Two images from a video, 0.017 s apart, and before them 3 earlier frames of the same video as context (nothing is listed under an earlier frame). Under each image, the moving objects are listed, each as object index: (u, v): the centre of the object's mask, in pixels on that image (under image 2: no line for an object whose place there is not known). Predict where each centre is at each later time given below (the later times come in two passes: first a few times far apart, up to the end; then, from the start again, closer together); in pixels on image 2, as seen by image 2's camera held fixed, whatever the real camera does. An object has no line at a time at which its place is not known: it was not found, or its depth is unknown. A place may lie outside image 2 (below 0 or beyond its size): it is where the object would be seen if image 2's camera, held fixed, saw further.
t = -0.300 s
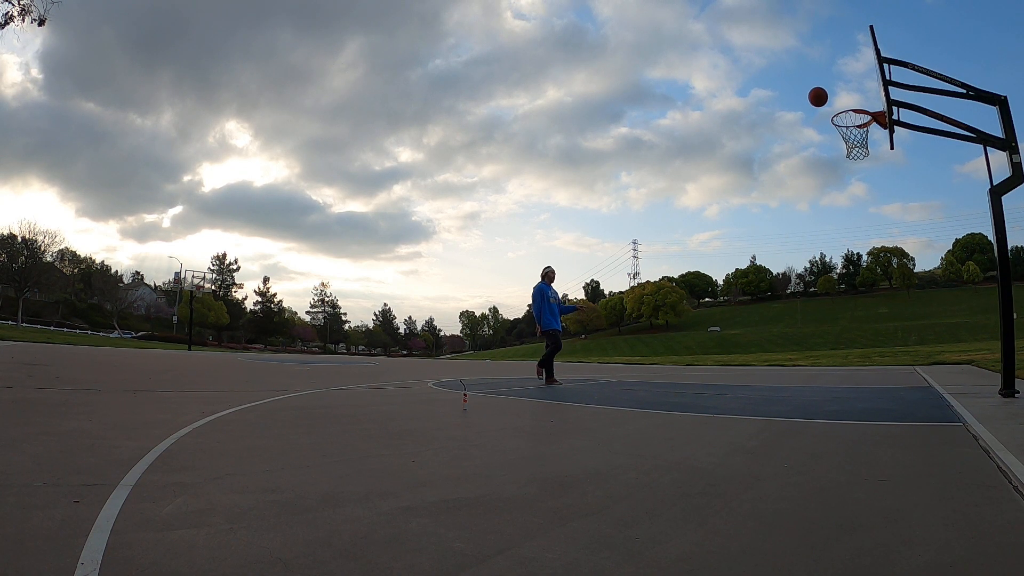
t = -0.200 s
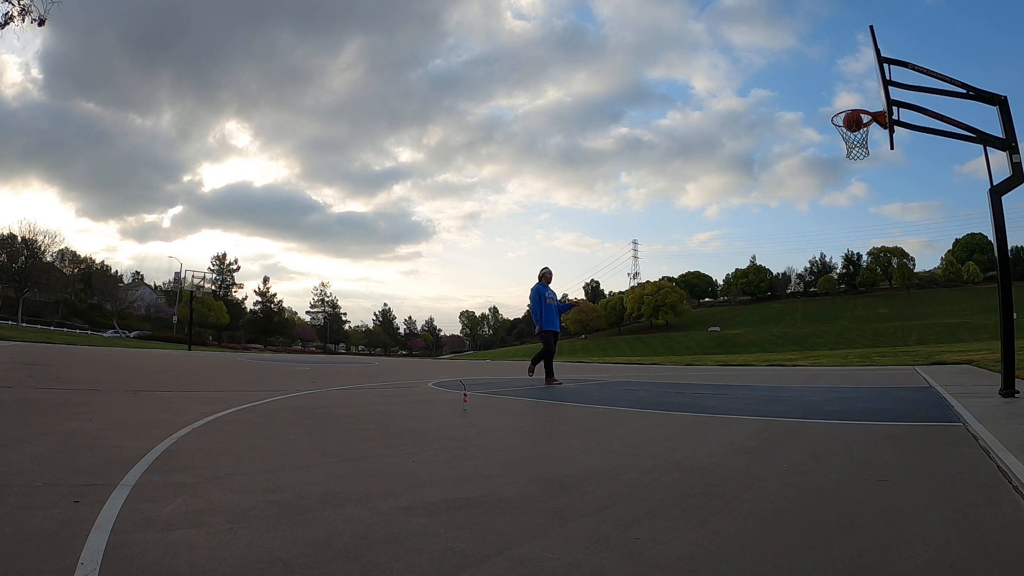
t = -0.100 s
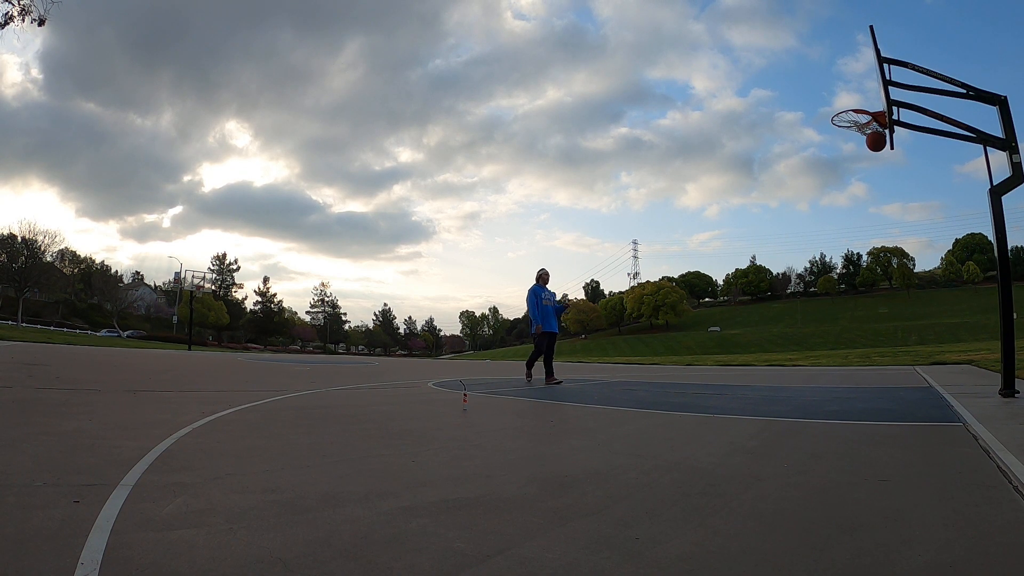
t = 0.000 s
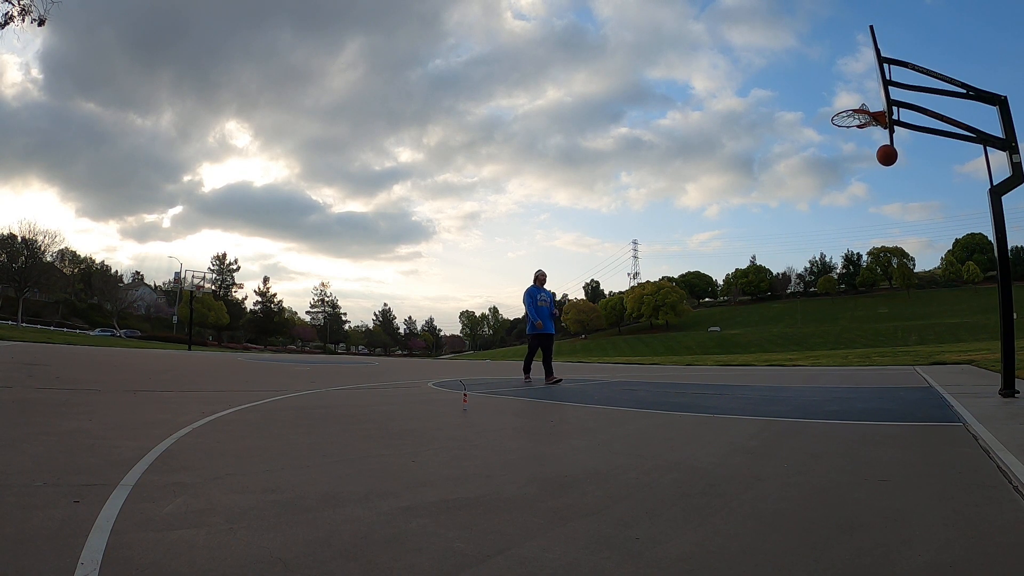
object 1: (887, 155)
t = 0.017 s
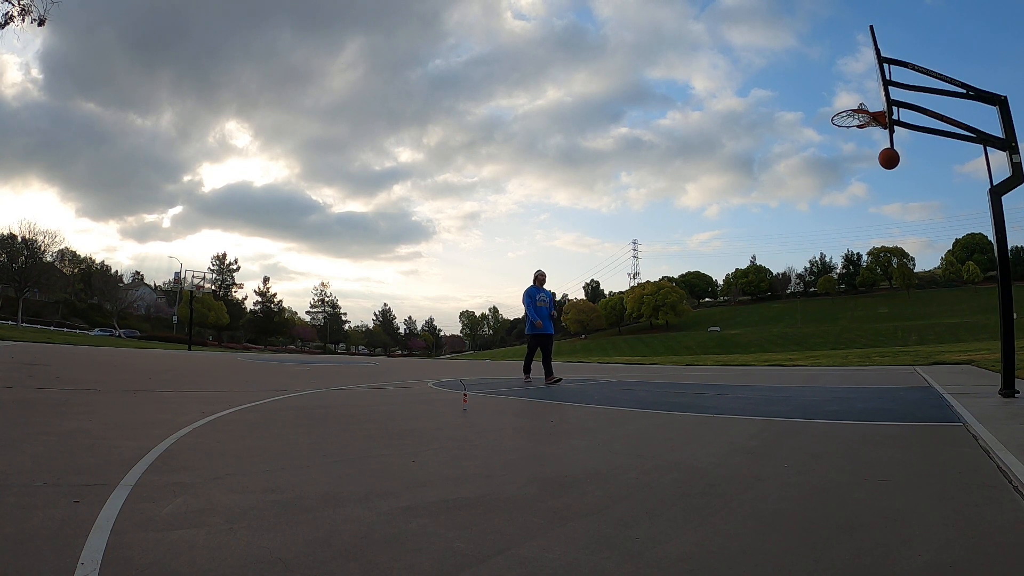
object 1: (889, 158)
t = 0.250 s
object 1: (920, 233)
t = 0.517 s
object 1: (955, 390)
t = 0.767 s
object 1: (933, 275)
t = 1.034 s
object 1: (909, 223)
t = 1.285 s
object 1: (891, 238)
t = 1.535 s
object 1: (876, 319)
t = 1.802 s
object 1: (856, 345)
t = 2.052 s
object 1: (835, 291)
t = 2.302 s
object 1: (816, 302)
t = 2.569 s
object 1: (797, 390)
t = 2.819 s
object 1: (779, 335)
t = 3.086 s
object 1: (759, 336)
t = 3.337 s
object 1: (742, 393)
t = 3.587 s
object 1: (725, 348)
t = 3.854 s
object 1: (708, 377)
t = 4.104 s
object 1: (693, 366)
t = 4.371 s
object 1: (677, 381)
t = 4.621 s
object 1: (663, 373)
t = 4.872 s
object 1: (649, 397)
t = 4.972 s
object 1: (644, 384)
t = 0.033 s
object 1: (891, 162)
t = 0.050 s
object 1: (893, 166)
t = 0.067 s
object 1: (895, 169)
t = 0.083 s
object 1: (897, 174)
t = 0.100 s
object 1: (899, 178)
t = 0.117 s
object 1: (902, 183)
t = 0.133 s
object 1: (904, 188)
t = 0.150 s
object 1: (906, 194)
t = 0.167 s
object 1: (908, 199)
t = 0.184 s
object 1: (911, 205)
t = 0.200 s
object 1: (913, 212)
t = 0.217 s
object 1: (915, 218)
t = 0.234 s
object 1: (918, 225)
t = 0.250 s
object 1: (920, 233)
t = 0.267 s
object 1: (923, 240)
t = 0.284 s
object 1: (925, 248)
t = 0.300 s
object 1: (928, 256)
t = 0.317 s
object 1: (930, 265)
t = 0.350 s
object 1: (935, 283)
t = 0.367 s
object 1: (937, 292)
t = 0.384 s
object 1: (939, 302)
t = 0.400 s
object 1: (941, 312)
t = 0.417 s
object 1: (944, 323)
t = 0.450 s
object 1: (948, 345)
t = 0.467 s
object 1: (950, 357)
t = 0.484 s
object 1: (952, 369)
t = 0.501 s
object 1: (954, 381)
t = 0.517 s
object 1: (955, 390)
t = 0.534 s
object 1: (954, 380)
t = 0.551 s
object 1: (953, 371)
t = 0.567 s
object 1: (951, 362)
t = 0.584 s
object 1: (950, 353)
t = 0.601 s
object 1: (949, 344)
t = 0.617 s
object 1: (947, 336)
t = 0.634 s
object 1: (946, 328)
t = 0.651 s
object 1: (945, 320)
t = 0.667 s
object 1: (943, 313)
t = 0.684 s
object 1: (942, 305)
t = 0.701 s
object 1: (940, 299)
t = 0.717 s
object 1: (939, 292)
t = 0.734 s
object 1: (937, 286)
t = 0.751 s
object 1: (935, 280)
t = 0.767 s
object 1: (933, 275)
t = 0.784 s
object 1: (932, 269)
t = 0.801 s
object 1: (930, 264)
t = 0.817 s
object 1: (929, 259)
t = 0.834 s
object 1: (927, 255)
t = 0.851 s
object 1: (925, 250)
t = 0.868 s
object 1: (924, 247)
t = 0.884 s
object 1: (922, 243)
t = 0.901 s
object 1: (920, 239)
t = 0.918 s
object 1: (919, 236)
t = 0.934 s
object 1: (917, 234)
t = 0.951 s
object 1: (916, 231)
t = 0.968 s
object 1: (914, 229)
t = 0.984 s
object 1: (913, 227)
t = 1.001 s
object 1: (911, 225)
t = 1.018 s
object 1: (910, 224)
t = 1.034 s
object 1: (909, 223)
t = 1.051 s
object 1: (907, 222)
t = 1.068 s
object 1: (906, 221)
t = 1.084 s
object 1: (905, 221)
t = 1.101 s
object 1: (903, 221)
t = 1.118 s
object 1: (902, 221)
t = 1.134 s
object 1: (901, 221)
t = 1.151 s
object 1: (899, 222)
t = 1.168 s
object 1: (898, 223)
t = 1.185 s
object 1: (897, 224)
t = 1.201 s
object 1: (896, 226)
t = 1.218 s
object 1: (895, 228)
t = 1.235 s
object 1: (894, 230)
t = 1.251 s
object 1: (893, 233)
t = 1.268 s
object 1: (892, 235)
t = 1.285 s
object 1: (891, 238)
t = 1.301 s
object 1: (890, 242)
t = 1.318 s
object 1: (889, 245)
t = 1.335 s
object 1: (888, 249)
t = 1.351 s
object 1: (886, 253)
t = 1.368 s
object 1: (886, 257)
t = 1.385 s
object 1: (885, 262)
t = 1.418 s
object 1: (883, 273)
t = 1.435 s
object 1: (882, 279)
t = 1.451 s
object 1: (881, 285)
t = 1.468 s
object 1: (880, 291)
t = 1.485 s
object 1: (879, 297)
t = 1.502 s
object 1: (878, 304)
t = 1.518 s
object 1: (877, 311)
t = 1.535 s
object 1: (876, 319)
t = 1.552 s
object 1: (875, 327)
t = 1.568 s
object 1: (874, 335)
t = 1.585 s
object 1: (872, 343)
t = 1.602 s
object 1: (871, 352)
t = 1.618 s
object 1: (870, 361)
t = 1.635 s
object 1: (869, 370)
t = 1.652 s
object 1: (868, 380)
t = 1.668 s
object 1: (866, 390)
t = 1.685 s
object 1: (865, 393)
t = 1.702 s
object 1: (864, 385)
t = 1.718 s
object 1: (863, 378)
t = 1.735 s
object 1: (861, 371)
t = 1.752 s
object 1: (860, 364)
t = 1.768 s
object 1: (859, 357)
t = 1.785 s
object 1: (857, 351)
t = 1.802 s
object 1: (856, 345)
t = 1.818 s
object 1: (855, 339)
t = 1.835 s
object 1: (853, 334)
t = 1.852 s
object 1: (852, 329)
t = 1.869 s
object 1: (851, 324)
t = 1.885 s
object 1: (849, 320)
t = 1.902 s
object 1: (848, 315)
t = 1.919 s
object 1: (846, 311)
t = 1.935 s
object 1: (845, 308)
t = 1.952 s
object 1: (844, 305)
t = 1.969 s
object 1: (842, 302)
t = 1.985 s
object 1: (841, 299)
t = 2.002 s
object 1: (839, 296)
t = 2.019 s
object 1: (838, 294)
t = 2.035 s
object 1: (837, 292)
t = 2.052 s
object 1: (835, 291)
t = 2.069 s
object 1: (834, 290)
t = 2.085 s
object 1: (833, 289)
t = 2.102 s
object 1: (831, 288)
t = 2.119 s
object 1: (830, 288)
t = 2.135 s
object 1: (828, 287)
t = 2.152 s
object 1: (827, 288)
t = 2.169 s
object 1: (826, 288)
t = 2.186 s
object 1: (825, 289)
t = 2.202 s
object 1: (824, 290)
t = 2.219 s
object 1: (822, 291)
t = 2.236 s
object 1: (821, 293)
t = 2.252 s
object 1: (820, 295)
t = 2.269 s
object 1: (819, 297)
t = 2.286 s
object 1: (818, 300)
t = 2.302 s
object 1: (816, 302)
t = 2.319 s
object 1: (815, 306)
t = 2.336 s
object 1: (814, 309)
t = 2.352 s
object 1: (813, 313)
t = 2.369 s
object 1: (812, 317)
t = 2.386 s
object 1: (810, 321)
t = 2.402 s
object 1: (809, 326)
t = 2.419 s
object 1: (808, 331)
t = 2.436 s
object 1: (807, 336)
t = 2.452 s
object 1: (806, 342)
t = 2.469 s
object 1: (805, 348)
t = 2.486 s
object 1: (803, 354)
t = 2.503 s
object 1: (802, 360)
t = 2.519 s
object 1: (801, 367)
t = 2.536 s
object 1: (800, 374)
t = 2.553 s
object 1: (799, 382)
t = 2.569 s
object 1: (797, 390)
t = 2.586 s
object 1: (796, 397)
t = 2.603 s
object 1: (795, 392)
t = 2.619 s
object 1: (794, 385)
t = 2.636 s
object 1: (792, 380)
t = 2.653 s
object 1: (791, 374)
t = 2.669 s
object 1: (790, 369)
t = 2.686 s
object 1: (789, 364)
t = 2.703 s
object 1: (787, 359)
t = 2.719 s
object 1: (786, 355)
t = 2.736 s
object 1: (785, 351)
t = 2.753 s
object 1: (784, 347)
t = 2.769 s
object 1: (782, 344)
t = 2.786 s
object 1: (781, 341)
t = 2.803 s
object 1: (780, 338)
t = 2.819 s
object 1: (779, 335)
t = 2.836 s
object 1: (777, 333)
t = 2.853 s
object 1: (776, 331)
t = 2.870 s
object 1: (775, 329)
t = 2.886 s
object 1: (774, 328)
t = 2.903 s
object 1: (773, 327)
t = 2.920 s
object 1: (771, 326)
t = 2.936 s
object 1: (770, 326)
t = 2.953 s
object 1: (769, 326)
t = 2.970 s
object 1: (768, 326)
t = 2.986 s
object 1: (767, 326)
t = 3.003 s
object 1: (765, 327)
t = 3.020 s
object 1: (764, 328)
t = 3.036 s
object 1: (763, 329)
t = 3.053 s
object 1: (762, 331)
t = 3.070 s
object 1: (761, 333)
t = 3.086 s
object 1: (759, 336)
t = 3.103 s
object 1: (758, 338)
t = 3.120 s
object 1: (757, 341)
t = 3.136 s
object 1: (756, 344)
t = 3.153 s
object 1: (755, 347)
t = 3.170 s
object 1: (753, 351)
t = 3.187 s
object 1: (752, 355)
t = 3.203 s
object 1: (751, 360)
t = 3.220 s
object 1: (750, 364)
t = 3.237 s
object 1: (749, 370)
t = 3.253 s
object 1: (748, 375)
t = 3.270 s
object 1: (747, 381)
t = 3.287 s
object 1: (745, 387)
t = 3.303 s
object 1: (744, 393)
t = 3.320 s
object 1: (743, 398)
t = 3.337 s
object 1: (742, 393)
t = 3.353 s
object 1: (741, 388)
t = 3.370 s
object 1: (740, 383)
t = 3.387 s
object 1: (739, 378)
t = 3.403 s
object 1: (737, 374)
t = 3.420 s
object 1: (736, 370)
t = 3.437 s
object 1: (735, 367)
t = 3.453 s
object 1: (734, 364)
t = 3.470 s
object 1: (733, 360)
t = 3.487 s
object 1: (732, 358)
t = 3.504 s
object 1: (730, 356)
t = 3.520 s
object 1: (729, 353)
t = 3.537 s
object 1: (728, 352)
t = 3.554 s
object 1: (727, 350)
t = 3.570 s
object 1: (726, 349)
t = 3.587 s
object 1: (725, 348)
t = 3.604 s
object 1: (724, 348)
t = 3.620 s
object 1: (723, 348)
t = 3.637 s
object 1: (722, 348)
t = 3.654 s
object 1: (720, 348)
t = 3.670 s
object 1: (719, 349)
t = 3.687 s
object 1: (718, 350)
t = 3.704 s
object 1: (717, 351)
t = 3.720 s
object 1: (716, 353)
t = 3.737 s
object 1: (715, 355)
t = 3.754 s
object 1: (714, 357)
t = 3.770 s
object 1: (713, 359)
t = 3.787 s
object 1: (712, 362)
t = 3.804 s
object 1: (711, 365)
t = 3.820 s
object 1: (710, 369)
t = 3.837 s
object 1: (709, 373)
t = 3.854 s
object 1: (708, 377)
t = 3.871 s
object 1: (707, 381)
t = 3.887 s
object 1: (706, 386)
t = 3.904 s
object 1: (705, 390)
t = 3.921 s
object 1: (704, 396)
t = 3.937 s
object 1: (703, 396)
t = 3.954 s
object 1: (702, 392)
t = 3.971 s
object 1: (701, 388)
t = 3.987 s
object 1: (700, 384)
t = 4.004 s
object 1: (699, 381)
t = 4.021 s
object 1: (698, 377)
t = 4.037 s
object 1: (697, 374)
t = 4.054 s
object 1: (696, 372)
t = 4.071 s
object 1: (695, 370)
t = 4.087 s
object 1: (694, 368)
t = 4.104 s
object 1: (693, 366)
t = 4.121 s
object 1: (692, 365)
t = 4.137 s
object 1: (691, 364)
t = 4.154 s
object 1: (690, 363)
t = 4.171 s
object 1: (689, 362)
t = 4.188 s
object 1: (688, 362)
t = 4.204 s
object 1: (687, 362)
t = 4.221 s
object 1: (686, 363)
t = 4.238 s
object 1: (685, 364)
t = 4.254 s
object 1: (684, 365)
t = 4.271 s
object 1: (683, 366)
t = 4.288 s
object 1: (682, 368)
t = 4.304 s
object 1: (681, 370)
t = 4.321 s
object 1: (680, 372)
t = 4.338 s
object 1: (679, 375)
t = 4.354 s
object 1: (678, 378)
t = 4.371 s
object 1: (677, 381)
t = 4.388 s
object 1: (676, 385)
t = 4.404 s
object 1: (675, 388)
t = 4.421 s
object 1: (674, 392)
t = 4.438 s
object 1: (673, 397)
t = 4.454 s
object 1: (672, 396)
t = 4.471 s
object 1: (671, 392)
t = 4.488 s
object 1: (671, 389)
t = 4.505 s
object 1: (670, 386)
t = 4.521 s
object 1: (669, 383)
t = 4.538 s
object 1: (668, 381)
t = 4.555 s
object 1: (667, 379)
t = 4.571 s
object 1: (666, 377)
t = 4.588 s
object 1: (665, 376)
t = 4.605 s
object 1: (664, 374)
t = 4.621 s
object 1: (663, 373)
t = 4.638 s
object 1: (662, 373)
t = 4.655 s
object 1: (661, 373)
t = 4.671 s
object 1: (661, 373)
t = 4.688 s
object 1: (660, 373)
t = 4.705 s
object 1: (659, 374)
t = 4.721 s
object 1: (658, 375)
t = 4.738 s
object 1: (657, 376)
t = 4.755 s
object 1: (656, 378)
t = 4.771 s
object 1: (655, 380)
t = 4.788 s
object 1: (654, 382)
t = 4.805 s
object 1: (653, 384)
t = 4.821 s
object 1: (652, 387)
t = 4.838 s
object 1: (651, 390)
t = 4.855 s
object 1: (651, 394)
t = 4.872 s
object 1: (649, 397)
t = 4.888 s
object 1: (649, 395)
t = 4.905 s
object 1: (648, 393)
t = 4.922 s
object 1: (647, 390)
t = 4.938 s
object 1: (646, 388)
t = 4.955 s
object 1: (645, 385)
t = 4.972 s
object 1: (644, 384)
